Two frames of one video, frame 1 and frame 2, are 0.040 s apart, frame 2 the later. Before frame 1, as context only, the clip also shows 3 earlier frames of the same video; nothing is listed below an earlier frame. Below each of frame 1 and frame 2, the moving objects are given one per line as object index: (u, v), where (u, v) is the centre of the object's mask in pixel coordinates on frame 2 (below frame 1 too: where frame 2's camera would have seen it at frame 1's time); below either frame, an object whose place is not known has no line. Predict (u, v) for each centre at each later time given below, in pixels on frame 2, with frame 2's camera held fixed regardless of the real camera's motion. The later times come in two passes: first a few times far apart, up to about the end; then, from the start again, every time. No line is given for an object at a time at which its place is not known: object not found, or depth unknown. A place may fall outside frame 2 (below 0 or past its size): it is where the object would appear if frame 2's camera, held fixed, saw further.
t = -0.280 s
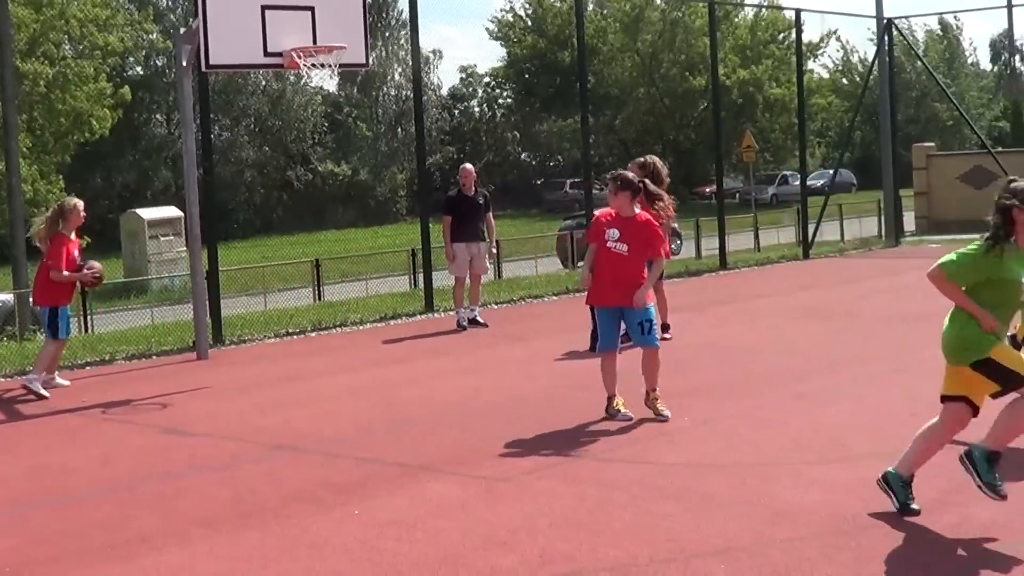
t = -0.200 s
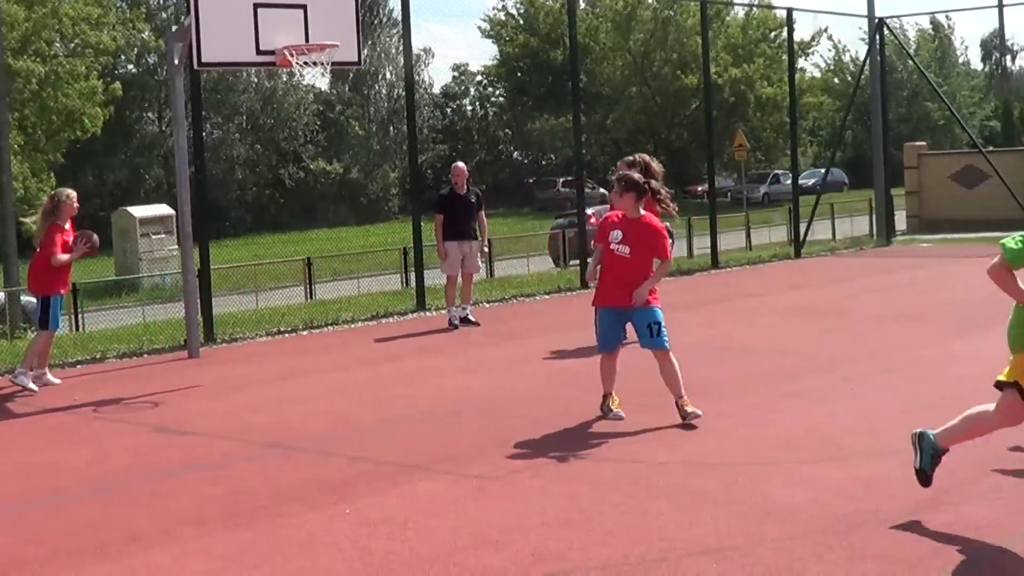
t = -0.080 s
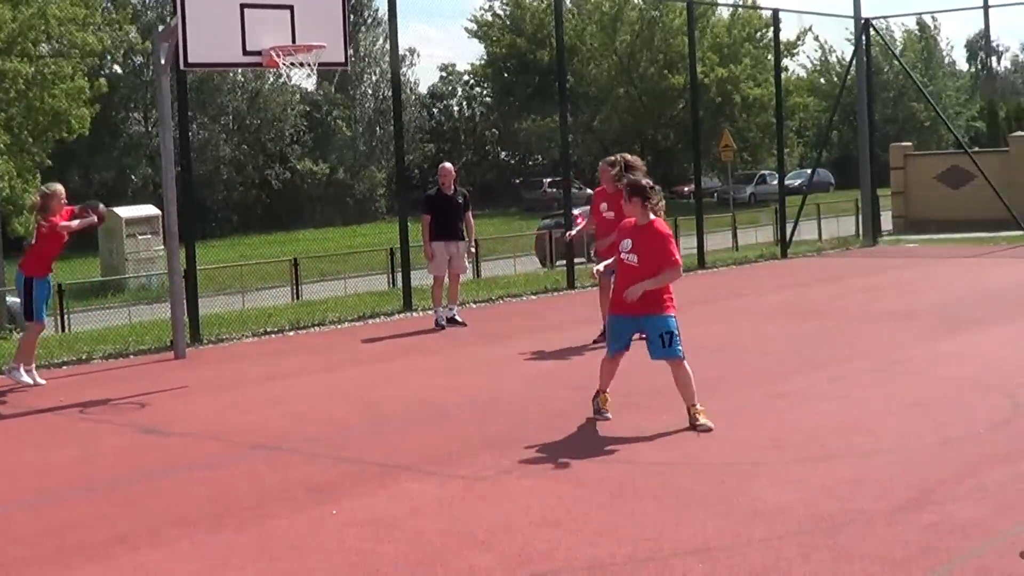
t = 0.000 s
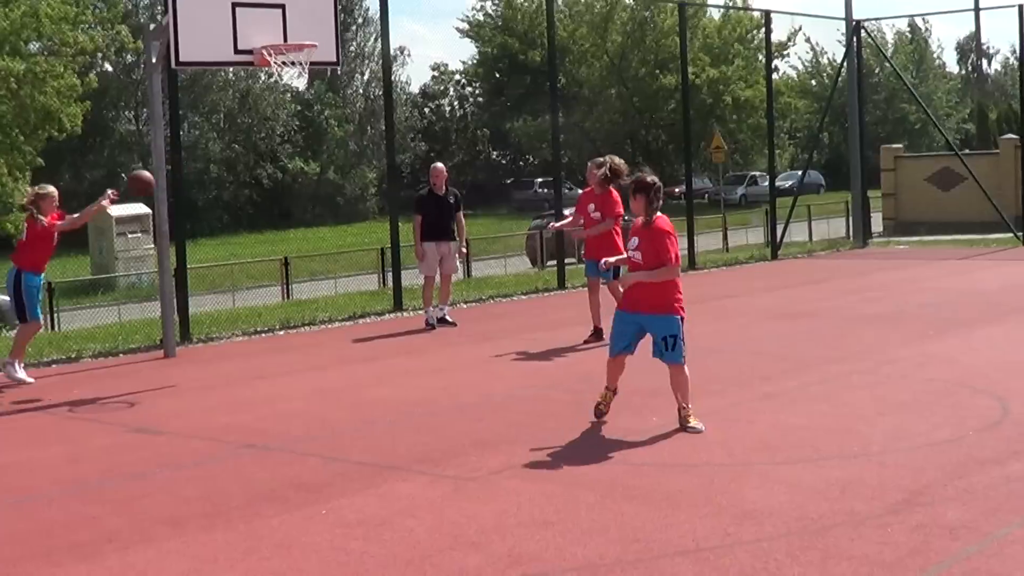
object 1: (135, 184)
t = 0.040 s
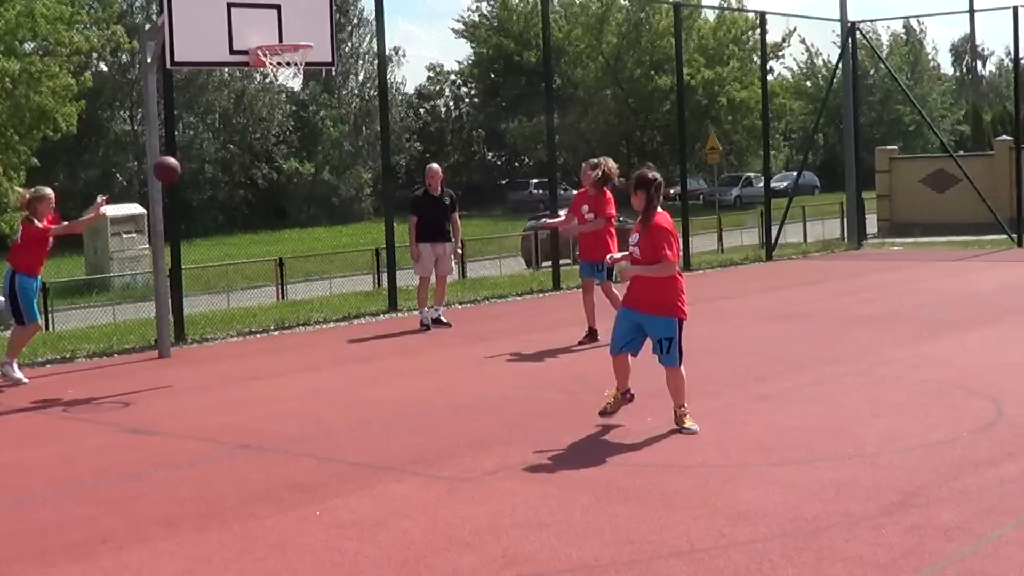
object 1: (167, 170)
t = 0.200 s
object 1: (288, 134)
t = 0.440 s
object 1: (463, 137)
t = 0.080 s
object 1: (197, 159)
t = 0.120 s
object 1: (228, 148)
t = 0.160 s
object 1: (258, 141)
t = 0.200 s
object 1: (288, 134)
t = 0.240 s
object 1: (317, 130)
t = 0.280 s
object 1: (348, 128)
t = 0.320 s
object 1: (377, 128)
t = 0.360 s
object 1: (406, 129)
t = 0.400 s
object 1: (433, 132)
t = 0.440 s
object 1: (463, 137)
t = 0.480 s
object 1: (491, 143)
